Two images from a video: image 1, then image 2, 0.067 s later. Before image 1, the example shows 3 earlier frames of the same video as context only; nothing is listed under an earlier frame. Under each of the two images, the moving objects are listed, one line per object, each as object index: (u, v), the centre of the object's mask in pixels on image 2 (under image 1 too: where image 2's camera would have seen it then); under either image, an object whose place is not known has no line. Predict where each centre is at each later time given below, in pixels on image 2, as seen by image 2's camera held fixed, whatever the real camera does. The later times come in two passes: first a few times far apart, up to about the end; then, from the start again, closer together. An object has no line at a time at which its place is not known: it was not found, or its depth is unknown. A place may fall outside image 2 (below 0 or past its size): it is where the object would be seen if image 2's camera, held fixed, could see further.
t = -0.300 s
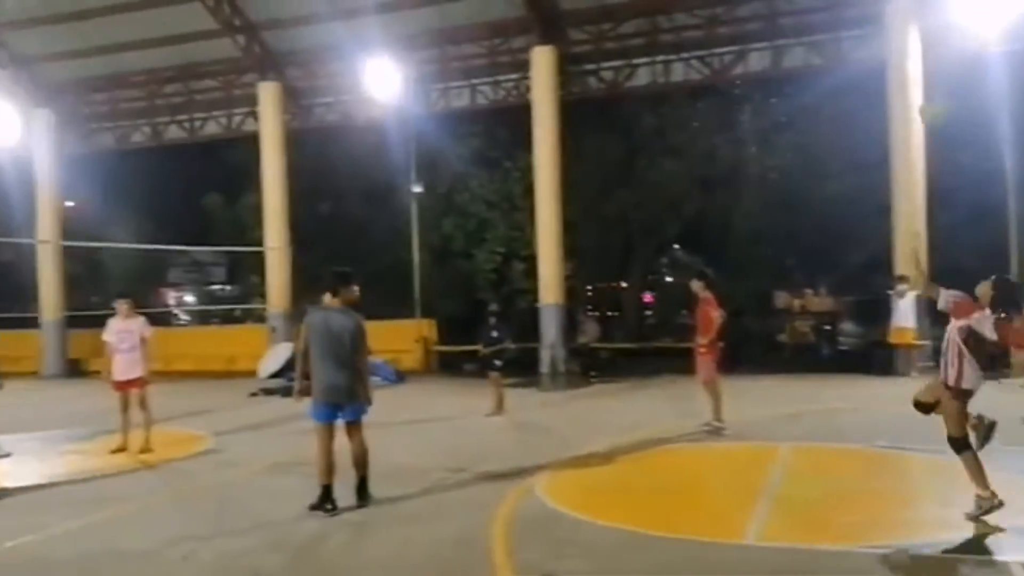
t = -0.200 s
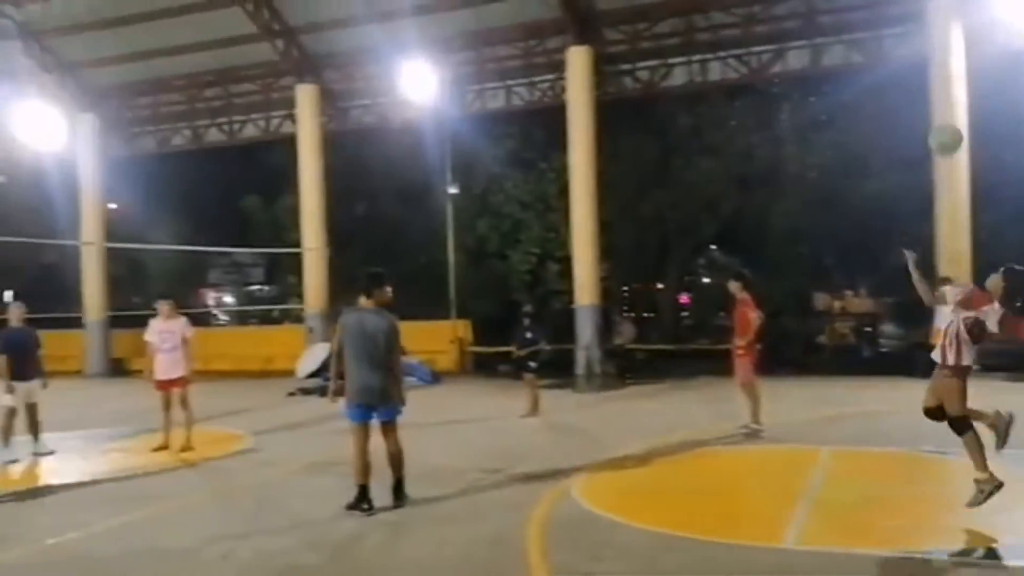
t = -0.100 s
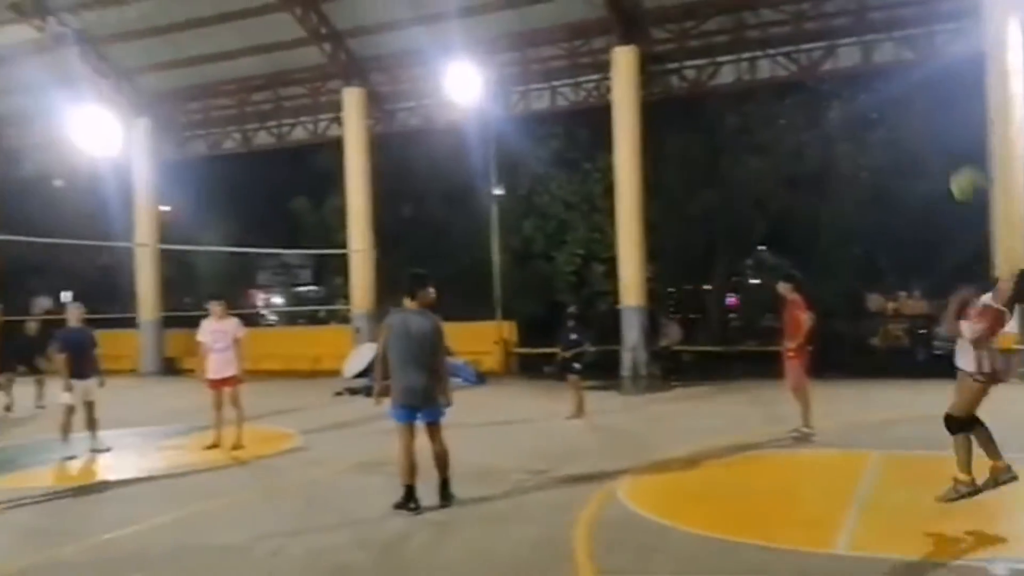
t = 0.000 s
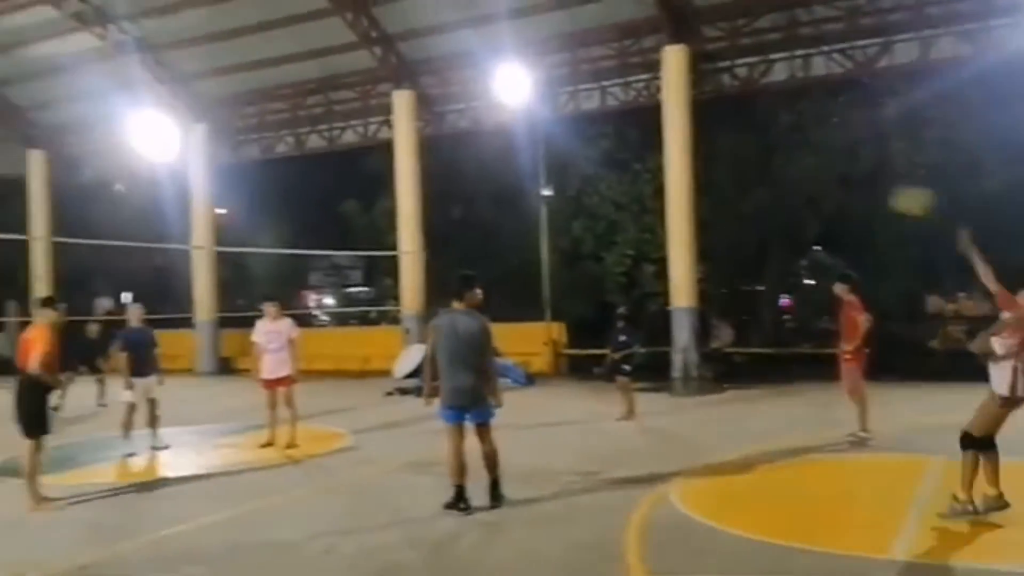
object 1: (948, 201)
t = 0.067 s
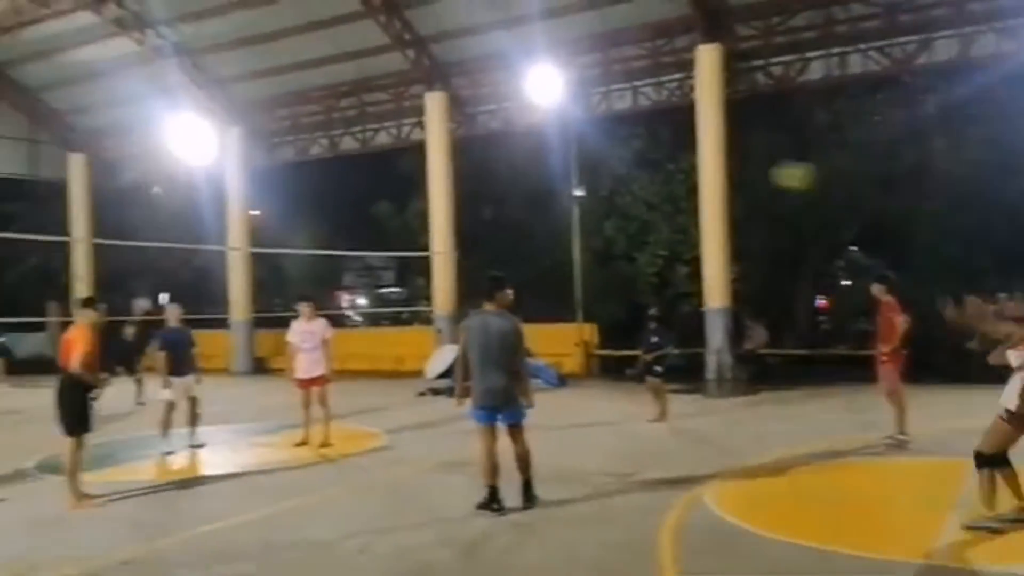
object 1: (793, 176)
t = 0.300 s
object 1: (364, 157)
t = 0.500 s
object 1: (92, 199)
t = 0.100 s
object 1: (725, 167)
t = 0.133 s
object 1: (653, 160)
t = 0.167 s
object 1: (588, 156)
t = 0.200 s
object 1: (526, 152)
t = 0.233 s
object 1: (469, 152)
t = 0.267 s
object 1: (413, 154)
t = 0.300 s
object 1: (364, 157)
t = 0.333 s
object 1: (314, 159)
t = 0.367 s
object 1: (264, 162)
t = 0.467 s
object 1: (132, 187)
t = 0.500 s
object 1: (92, 199)
